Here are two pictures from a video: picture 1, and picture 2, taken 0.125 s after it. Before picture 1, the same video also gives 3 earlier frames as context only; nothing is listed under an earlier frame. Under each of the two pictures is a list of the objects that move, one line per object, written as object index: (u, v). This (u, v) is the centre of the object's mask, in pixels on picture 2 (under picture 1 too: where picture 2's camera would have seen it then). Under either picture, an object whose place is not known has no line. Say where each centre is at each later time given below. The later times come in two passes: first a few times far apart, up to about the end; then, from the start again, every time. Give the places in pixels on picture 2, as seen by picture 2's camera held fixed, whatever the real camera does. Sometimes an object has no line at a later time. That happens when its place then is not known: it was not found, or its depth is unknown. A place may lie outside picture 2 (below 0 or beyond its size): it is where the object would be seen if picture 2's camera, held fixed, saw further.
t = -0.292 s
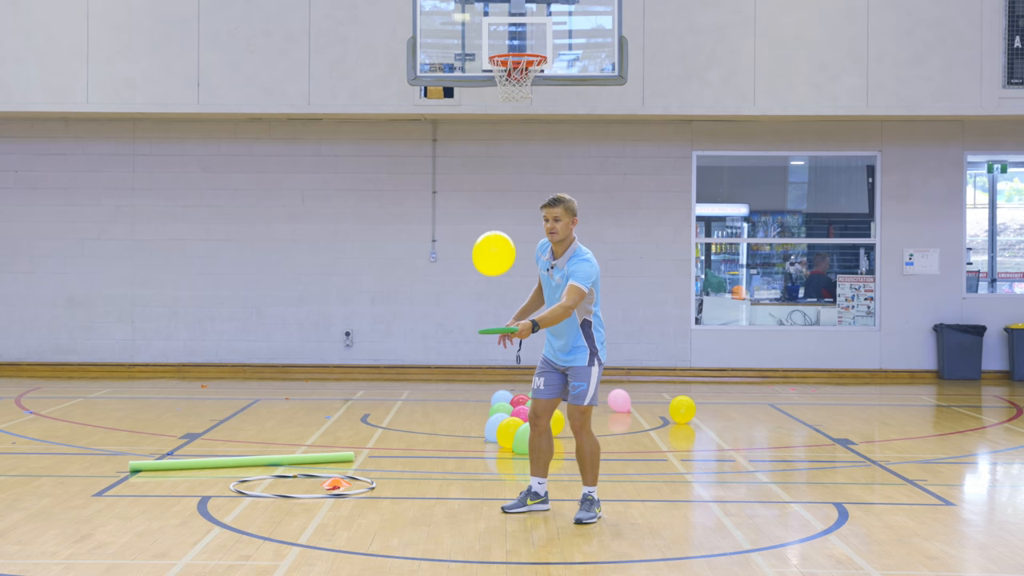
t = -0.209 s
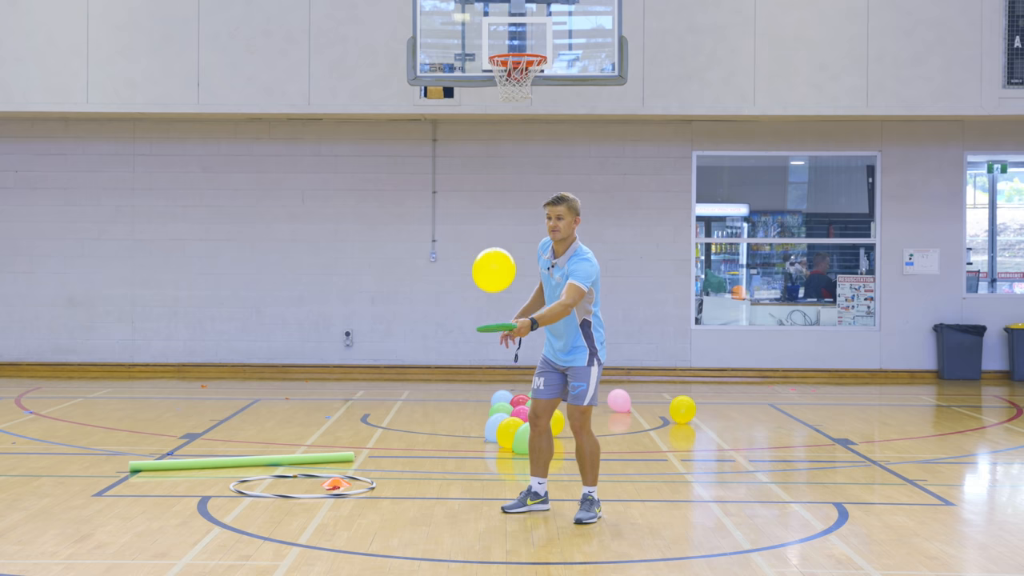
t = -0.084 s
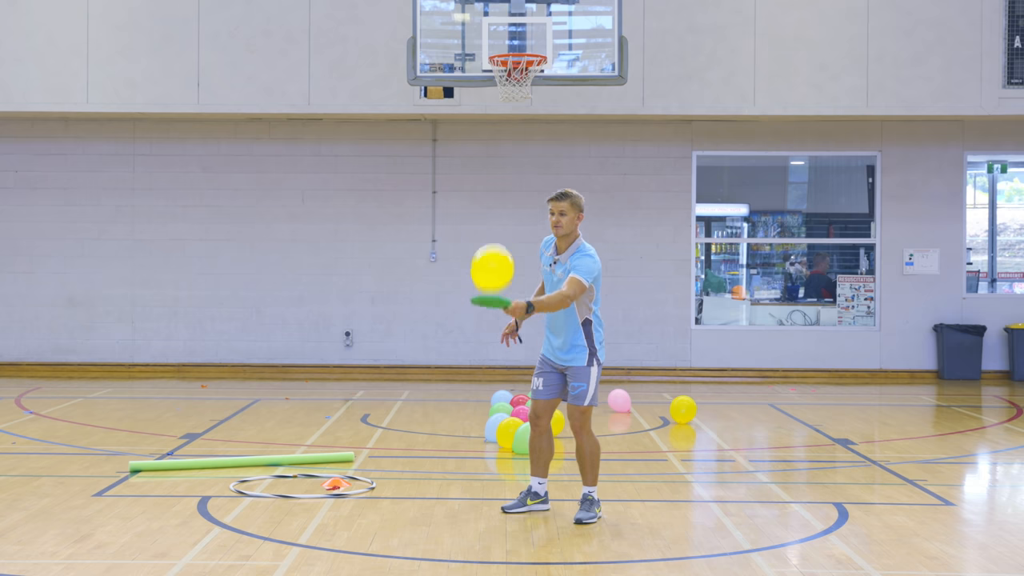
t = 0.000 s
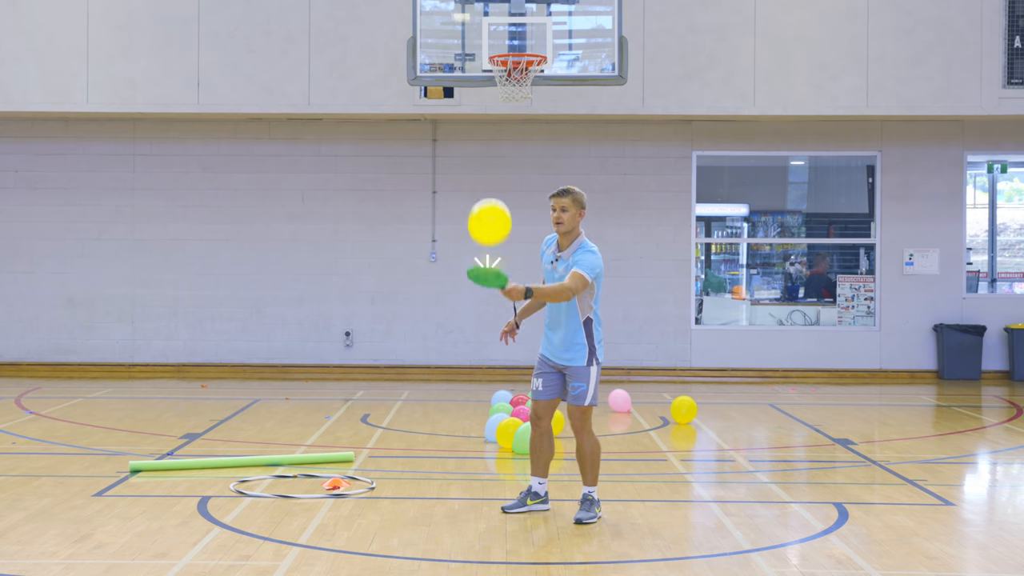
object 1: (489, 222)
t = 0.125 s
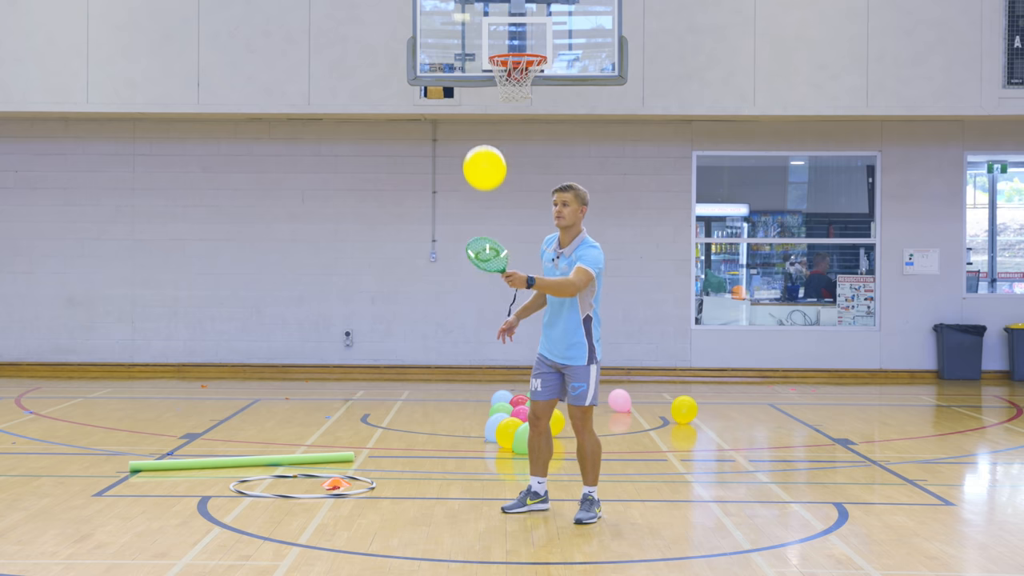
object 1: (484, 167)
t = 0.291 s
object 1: (477, 122)
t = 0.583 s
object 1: (464, 87)
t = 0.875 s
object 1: (456, 82)
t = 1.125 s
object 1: (453, 92)
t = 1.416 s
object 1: (453, 121)
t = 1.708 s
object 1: (451, 170)
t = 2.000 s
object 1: (445, 228)
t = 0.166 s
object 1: (483, 153)
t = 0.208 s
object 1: (481, 141)
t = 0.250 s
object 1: (479, 131)
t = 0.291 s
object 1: (477, 122)
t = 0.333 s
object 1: (476, 115)
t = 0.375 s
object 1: (474, 108)
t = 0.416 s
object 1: (472, 102)
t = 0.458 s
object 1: (470, 98)
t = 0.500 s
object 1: (468, 93)
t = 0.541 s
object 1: (466, 90)
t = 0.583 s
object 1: (464, 87)
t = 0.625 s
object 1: (463, 85)
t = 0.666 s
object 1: (461, 84)
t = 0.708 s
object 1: (460, 83)
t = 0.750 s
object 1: (459, 82)
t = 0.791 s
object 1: (458, 82)
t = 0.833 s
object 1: (457, 82)
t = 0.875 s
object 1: (456, 82)
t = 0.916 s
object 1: (455, 83)
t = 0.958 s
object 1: (455, 84)
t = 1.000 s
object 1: (454, 85)
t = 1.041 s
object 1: (454, 87)
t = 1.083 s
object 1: (453, 89)
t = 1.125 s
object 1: (453, 92)
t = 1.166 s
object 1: (453, 94)
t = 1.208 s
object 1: (453, 98)
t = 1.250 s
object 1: (453, 102)
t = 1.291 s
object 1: (453, 106)
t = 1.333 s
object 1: (453, 111)
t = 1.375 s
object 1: (453, 116)
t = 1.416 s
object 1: (453, 121)
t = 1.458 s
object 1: (453, 127)
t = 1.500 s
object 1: (453, 134)
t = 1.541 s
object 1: (452, 141)
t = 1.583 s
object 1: (452, 147)
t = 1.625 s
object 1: (452, 155)
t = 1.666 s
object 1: (451, 163)
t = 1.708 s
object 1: (451, 170)
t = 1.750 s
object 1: (450, 178)
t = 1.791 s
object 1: (450, 186)
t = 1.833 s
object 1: (449, 194)
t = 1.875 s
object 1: (448, 203)
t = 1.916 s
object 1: (447, 211)
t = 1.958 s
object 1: (446, 219)
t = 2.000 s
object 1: (445, 228)
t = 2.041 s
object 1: (443, 236)
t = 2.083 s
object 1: (441, 245)
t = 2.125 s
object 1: (439, 253)
